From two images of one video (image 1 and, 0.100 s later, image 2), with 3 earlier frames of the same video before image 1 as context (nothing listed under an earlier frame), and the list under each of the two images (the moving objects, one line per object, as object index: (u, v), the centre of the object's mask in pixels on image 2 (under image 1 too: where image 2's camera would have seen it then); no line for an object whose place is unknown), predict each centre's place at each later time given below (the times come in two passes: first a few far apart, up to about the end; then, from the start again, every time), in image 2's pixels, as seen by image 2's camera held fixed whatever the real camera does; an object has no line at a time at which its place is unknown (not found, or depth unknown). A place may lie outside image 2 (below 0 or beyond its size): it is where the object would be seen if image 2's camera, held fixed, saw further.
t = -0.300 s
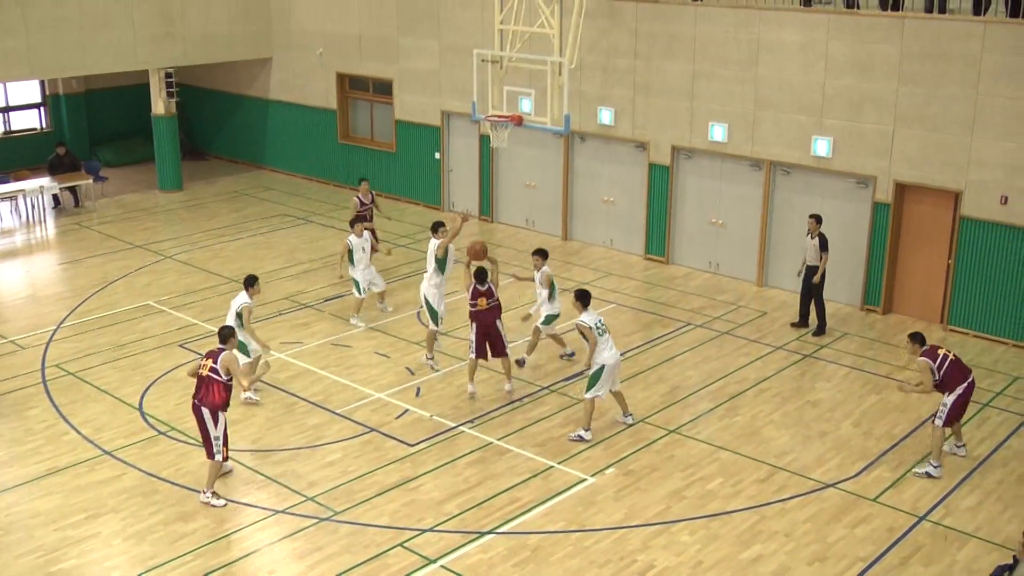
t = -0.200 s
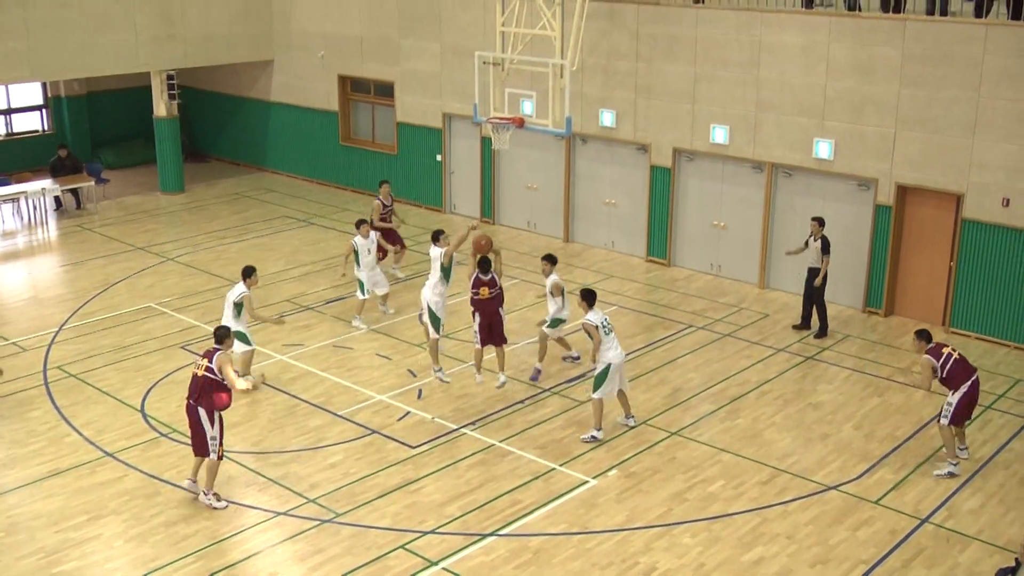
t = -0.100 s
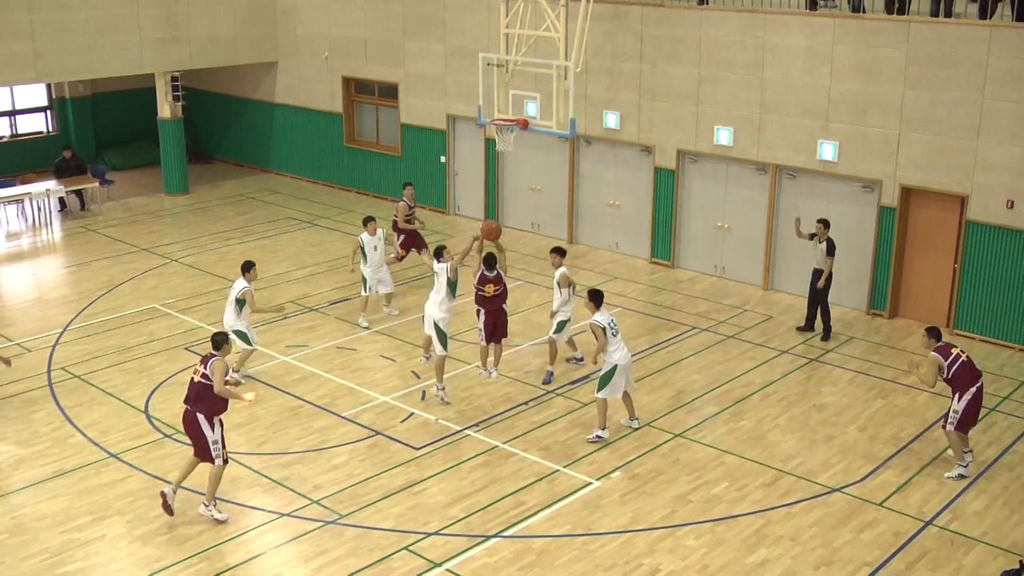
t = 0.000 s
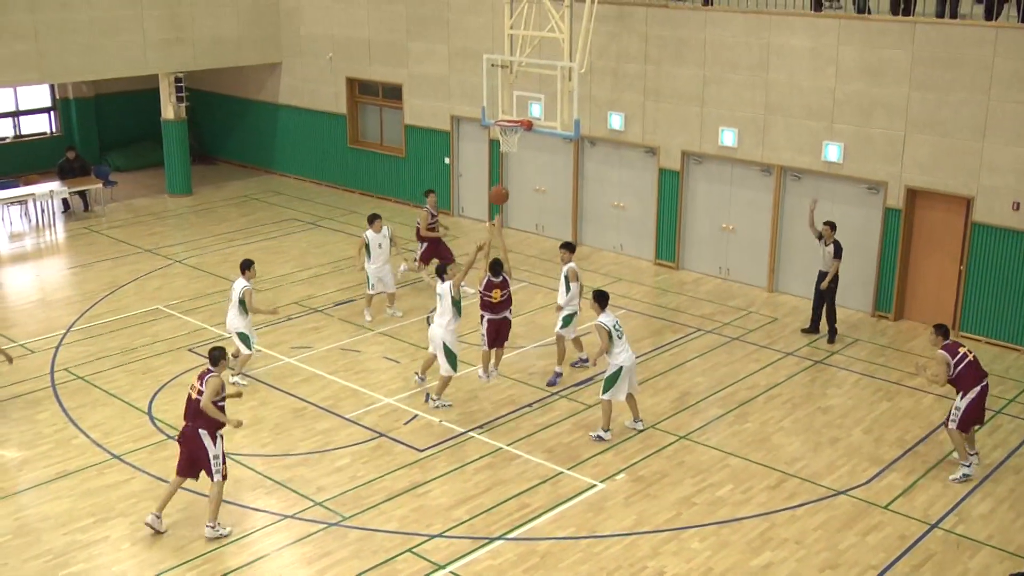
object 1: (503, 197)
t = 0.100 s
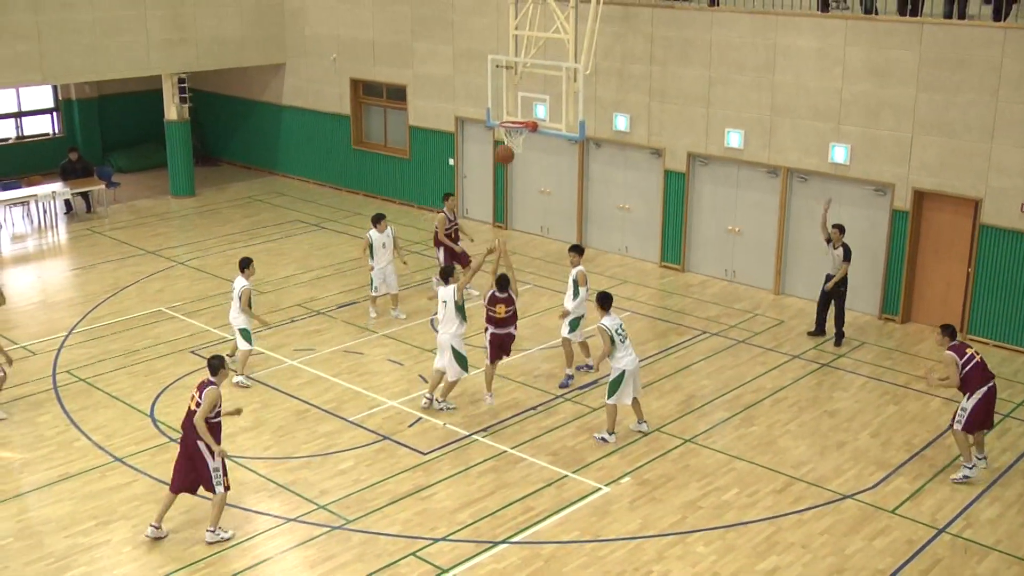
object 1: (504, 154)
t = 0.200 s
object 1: (505, 122)
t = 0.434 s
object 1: (506, 81)
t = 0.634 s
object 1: (508, 81)
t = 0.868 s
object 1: (508, 116)
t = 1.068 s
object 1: (523, 154)
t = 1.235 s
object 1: (535, 197)
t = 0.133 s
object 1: (504, 143)
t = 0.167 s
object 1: (504, 133)
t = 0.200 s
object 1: (505, 122)
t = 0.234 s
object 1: (505, 114)
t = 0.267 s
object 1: (506, 106)
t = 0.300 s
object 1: (506, 99)
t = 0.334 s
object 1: (506, 93)
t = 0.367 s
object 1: (506, 88)
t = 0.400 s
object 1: (506, 85)
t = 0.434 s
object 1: (506, 81)
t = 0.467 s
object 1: (507, 79)
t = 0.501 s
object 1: (507, 78)
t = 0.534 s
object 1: (507, 77)
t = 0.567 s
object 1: (507, 78)
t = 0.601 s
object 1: (508, 79)
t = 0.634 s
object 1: (508, 81)
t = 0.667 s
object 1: (508, 84)
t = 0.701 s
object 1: (508, 88)
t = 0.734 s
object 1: (508, 92)
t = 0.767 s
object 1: (508, 97)
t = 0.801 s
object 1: (508, 103)
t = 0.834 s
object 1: (508, 109)
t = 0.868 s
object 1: (508, 116)
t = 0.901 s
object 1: (508, 123)
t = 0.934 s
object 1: (511, 130)
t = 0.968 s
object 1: (518, 135)
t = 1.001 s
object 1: (518, 143)
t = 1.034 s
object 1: (520, 148)
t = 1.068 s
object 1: (523, 154)
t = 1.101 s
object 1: (525, 162)
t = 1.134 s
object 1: (528, 169)
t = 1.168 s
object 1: (530, 178)
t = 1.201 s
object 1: (533, 188)
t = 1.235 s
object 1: (535, 197)
